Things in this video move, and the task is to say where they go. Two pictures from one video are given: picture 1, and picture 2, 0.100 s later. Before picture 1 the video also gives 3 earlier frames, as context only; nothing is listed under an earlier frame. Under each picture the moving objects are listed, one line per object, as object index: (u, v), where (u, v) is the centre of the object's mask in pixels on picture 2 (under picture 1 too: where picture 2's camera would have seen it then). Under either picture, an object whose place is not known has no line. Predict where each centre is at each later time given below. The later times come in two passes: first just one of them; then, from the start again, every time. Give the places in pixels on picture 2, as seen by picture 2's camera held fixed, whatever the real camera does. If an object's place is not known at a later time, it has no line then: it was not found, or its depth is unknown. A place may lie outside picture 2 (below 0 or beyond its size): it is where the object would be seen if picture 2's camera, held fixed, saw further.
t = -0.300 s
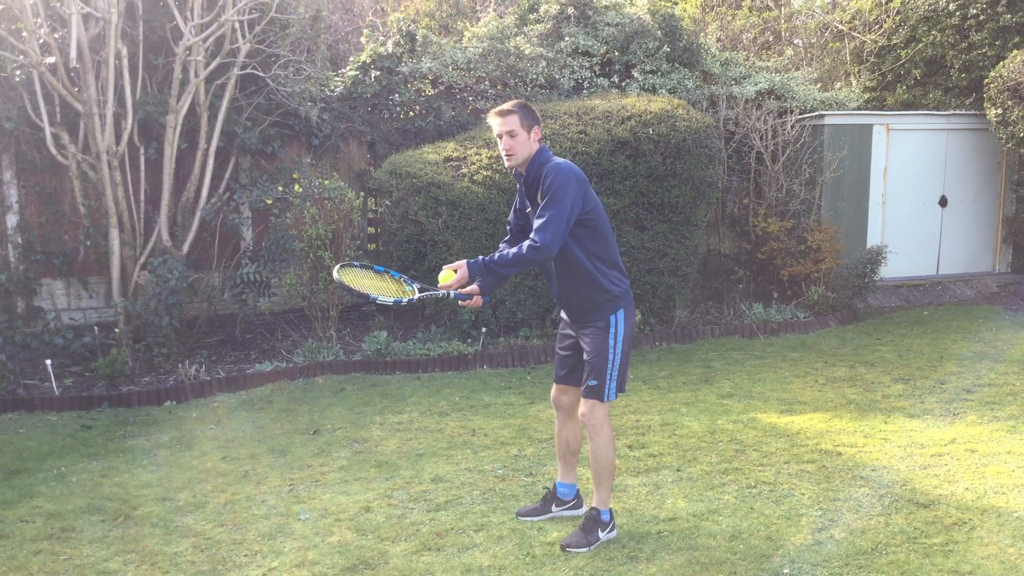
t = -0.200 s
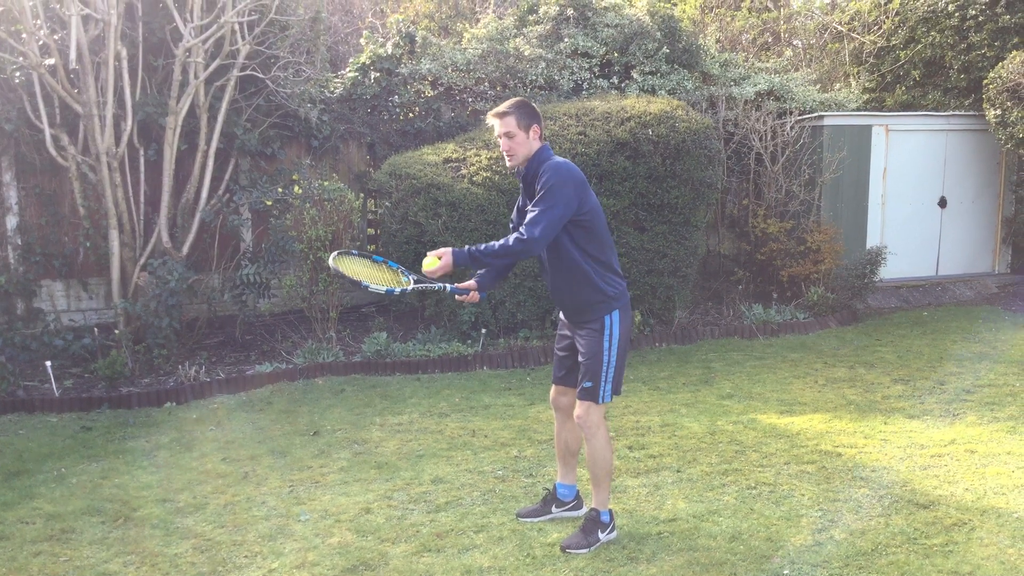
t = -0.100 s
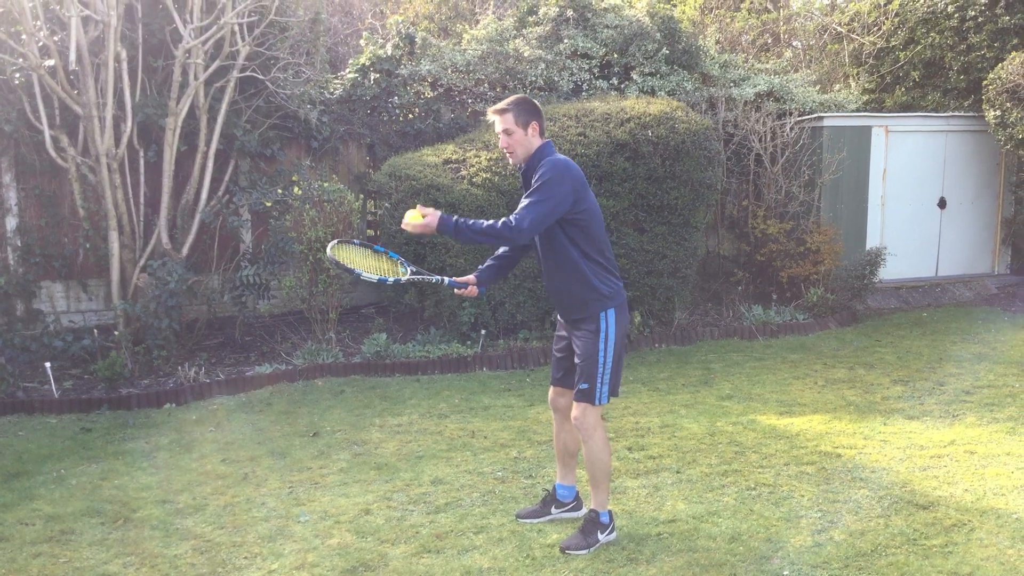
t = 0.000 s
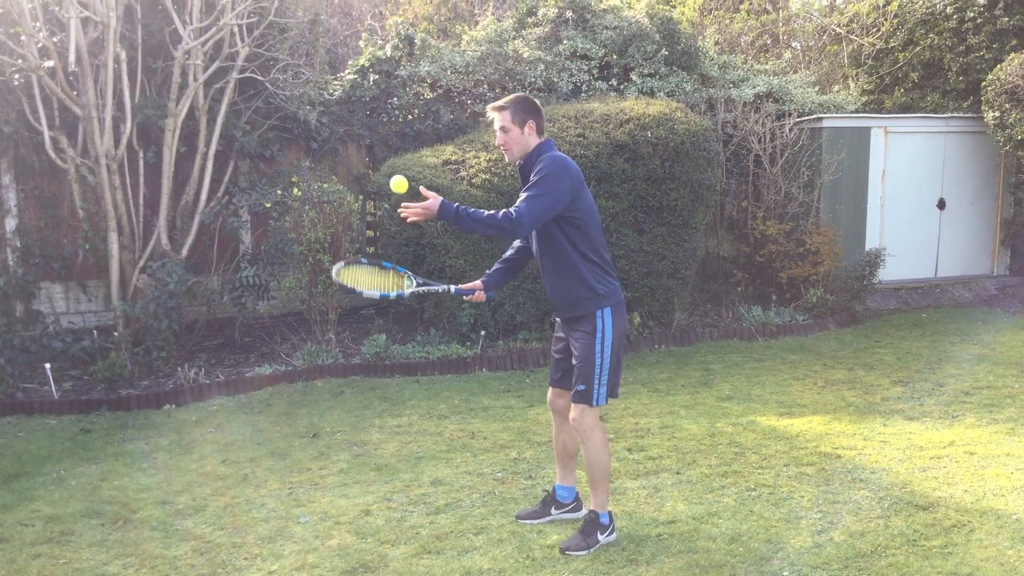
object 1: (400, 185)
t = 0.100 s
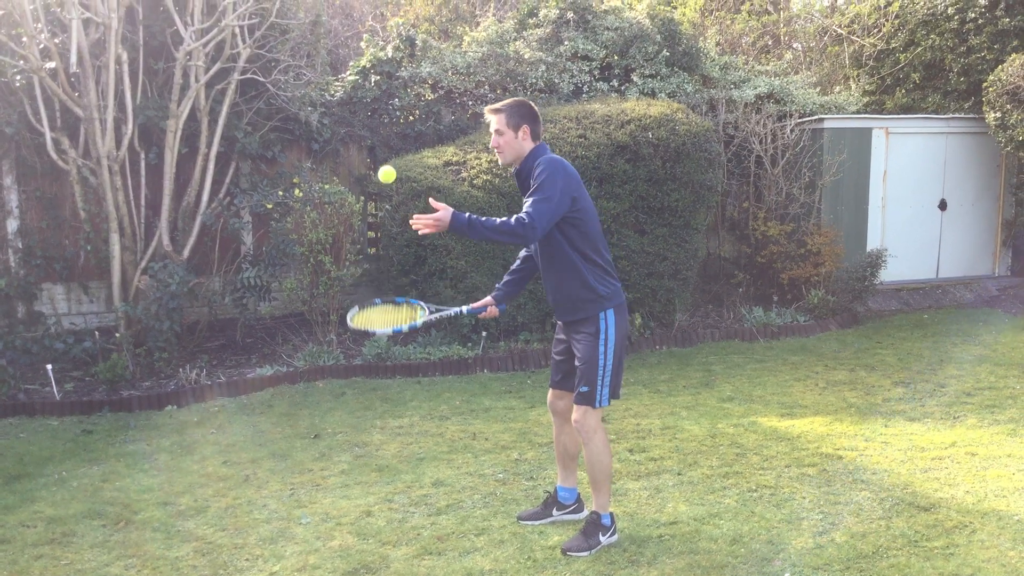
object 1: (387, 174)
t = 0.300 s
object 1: (363, 226)
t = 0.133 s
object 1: (383, 176)
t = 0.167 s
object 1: (379, 181)
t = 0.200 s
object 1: (374, 188)
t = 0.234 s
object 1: (371, 198)
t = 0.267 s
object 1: (367, 211)
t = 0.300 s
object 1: (363, 226)
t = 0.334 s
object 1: (359, 245)
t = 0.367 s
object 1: (356, 265)
